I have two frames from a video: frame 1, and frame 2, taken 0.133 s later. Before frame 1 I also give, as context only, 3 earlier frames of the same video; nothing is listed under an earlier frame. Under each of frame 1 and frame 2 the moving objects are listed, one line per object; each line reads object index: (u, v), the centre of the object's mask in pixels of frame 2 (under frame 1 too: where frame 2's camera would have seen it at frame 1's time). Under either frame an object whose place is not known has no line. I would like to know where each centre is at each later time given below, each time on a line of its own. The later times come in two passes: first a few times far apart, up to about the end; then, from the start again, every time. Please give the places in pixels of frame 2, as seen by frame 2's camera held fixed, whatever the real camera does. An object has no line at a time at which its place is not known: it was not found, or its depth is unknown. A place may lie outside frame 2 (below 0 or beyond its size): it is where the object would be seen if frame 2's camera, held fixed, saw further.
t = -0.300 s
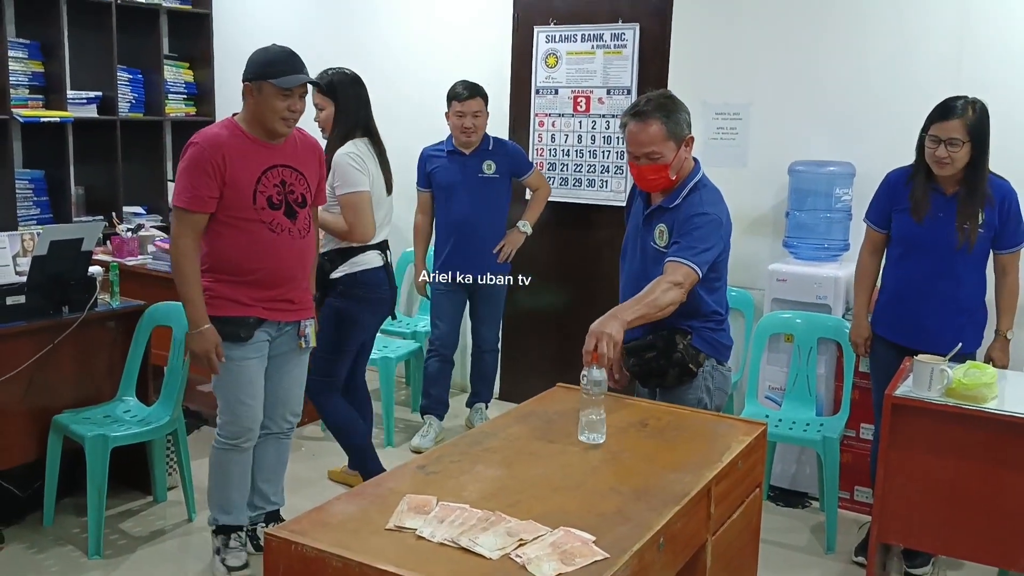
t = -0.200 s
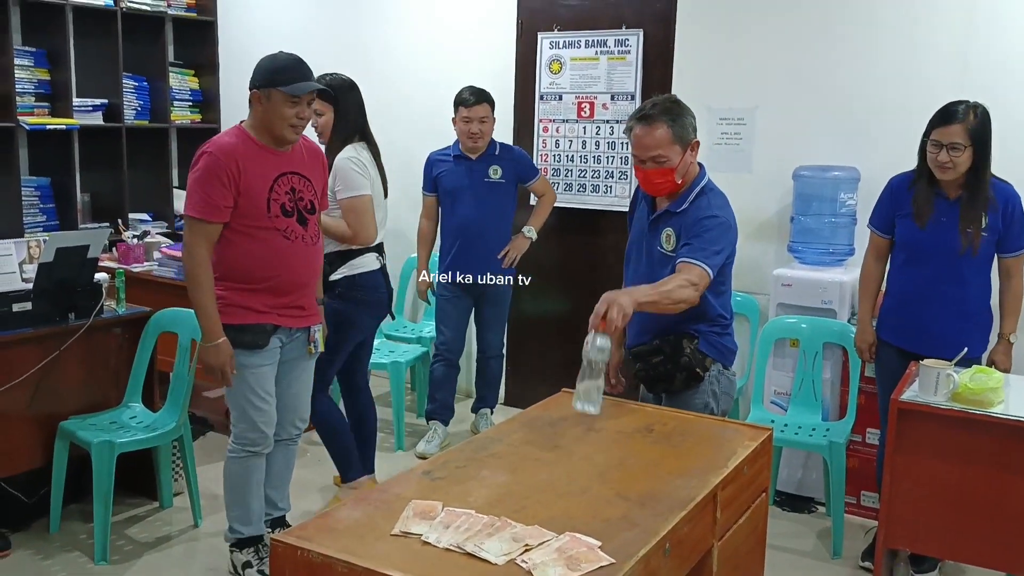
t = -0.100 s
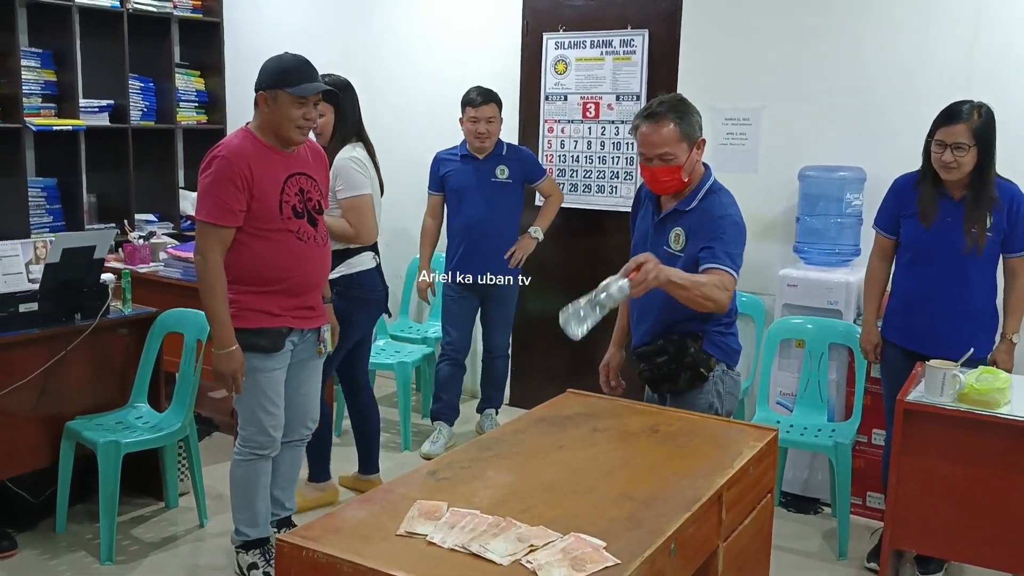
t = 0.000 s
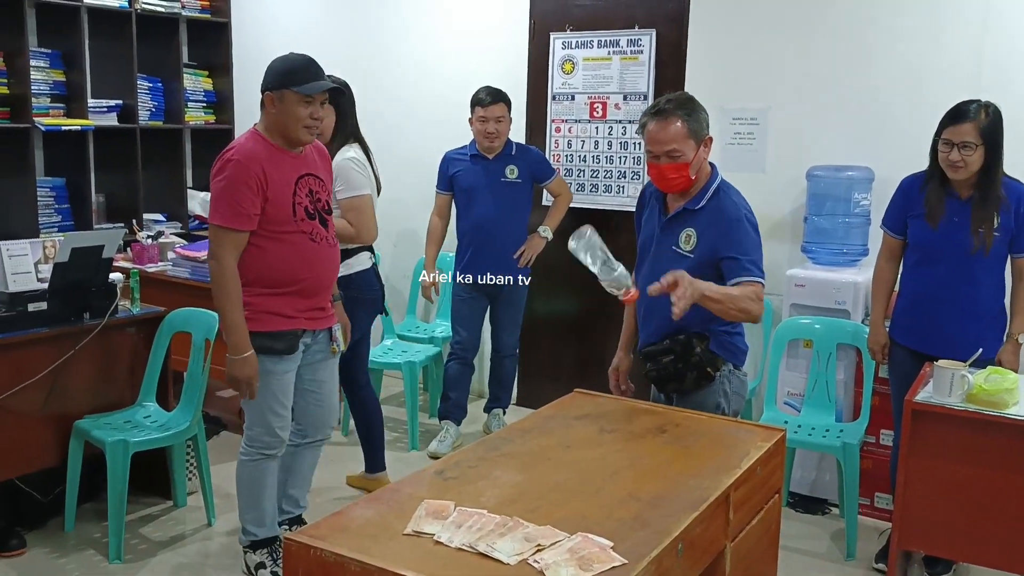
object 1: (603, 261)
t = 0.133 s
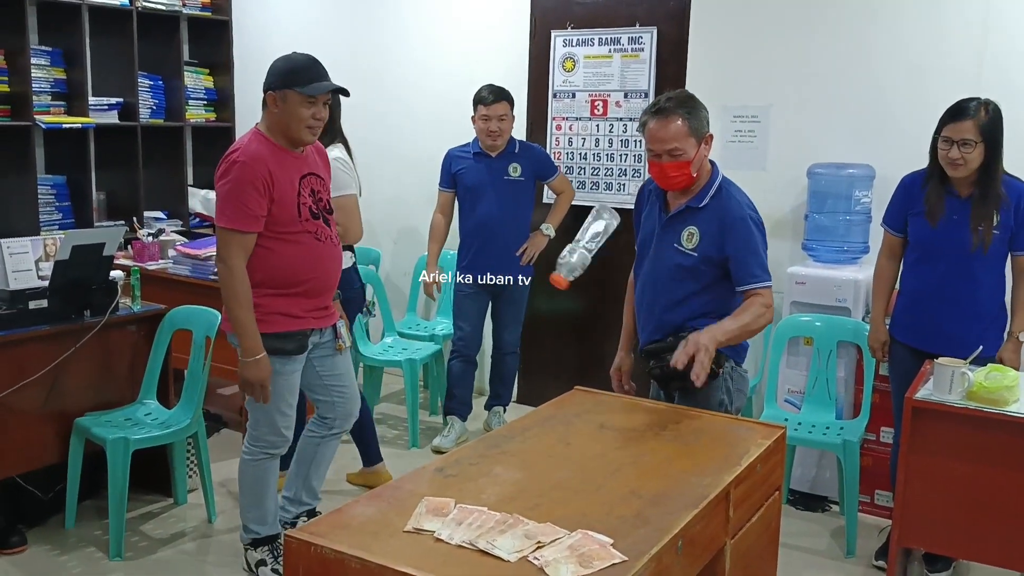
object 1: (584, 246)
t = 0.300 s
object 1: (580, 316)
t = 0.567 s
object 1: (568, 429)
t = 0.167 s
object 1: (583, 248)
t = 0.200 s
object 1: (582, 257)
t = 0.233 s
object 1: (581, 271)
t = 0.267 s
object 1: (581, 291)
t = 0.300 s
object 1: (580, 316)
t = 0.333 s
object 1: (579, 345)
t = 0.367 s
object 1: (577, 379)
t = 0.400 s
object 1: (575, 406)
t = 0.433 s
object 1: (573, 408)
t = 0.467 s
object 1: (572, 415)
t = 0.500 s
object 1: (571, 423)
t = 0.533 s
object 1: (570, 429)
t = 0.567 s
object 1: (568, 429)
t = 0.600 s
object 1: (568, 429)
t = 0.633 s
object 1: (568, 428)
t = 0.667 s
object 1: (568, 428)
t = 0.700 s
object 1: (567, 428)
